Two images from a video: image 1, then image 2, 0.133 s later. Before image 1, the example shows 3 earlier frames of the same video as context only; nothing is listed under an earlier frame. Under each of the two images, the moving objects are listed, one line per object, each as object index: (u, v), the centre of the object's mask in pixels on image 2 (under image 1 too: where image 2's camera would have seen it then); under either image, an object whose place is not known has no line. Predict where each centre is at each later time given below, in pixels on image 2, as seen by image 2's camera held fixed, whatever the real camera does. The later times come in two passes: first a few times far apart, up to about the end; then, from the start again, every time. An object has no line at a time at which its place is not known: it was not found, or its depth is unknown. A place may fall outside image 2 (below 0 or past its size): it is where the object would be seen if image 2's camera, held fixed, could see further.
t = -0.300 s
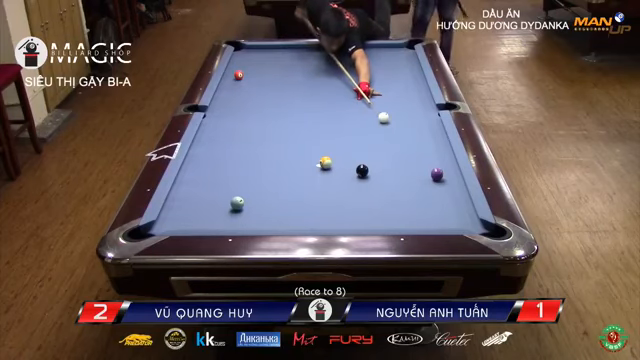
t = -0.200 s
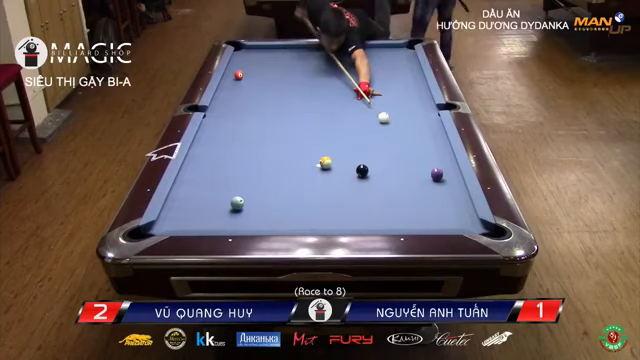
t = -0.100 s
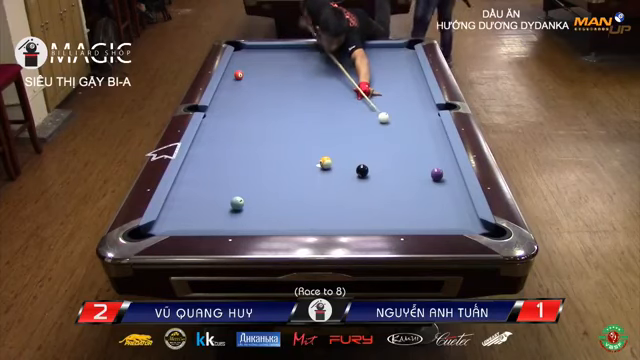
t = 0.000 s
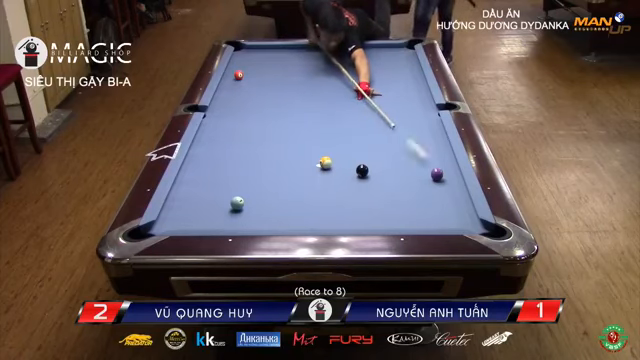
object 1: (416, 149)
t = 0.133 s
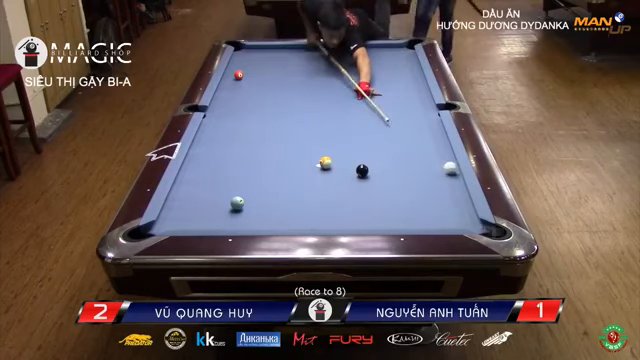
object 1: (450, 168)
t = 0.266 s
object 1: (444, 165)
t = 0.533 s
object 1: (424, 157)
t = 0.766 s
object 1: (409, 151)
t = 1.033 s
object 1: (392, 145)
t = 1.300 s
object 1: (377, 140)
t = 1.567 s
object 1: (364, 135)
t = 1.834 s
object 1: (351, 130)
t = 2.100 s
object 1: (340, 126)
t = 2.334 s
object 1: (331, 123)
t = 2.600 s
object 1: (322, 119)
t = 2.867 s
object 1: (313, 116)
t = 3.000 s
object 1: (309, 115)
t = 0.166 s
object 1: (452, 167)
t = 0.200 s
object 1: (449, 166)
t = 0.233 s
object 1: (447, 165)
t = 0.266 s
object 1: (444, 165)
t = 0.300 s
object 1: (441, 163)
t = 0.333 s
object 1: (439, 162)
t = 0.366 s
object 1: (436, 161)
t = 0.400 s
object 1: (434, 161)
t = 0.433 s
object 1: (432, 160)
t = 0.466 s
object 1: (428, 159)
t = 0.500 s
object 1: (426, 158)
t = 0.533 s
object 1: (424, 157)
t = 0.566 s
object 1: (422, 156)
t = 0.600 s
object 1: (419, 155)
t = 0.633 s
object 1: (417, 155)
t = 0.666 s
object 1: (415, 154)
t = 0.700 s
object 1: (413, 153)
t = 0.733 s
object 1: (411, 152)
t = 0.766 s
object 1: (409, 151)
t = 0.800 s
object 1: (407, 151)
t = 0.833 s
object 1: (404, 150)
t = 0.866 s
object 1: (402, 149)
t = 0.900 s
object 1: (400, 148)
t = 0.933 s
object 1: (398, 148)
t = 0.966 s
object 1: (396, 147)
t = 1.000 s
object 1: (394, 146)
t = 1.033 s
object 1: (392, 145)
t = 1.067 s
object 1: (390, 145)
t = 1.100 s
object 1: (389, 144)
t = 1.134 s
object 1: (386, 143)
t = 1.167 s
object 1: (385, 142)
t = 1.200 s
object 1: (383, 142)
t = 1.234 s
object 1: (381, 141)
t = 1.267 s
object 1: (379, 140)
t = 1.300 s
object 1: (377, 140)
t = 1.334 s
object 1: (375, 139)
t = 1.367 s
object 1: (374, 138)
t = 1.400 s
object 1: (372, 138)
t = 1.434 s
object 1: (370, 137)
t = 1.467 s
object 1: (369, 137)
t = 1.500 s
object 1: (367, 136)
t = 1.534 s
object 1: (365, 135)
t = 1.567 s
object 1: (364, 135)
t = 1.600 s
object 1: (362, 134)
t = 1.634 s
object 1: (360, 134)
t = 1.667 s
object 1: (359, 133)
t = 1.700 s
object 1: (357, 132)
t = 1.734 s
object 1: (356, 132)
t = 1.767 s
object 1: (354, 131)
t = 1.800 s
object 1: (353, 131)
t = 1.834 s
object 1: (351, 130)
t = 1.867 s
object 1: (350, 130)
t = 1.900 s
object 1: (348, 129)
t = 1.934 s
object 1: (347, 129)
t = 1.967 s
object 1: (346, 128)
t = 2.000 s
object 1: (344, 128)
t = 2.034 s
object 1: (343, 127)
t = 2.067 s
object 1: (342, 126)
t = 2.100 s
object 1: (340, 126)
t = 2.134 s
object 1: (339, 126)
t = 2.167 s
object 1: (337, 125)
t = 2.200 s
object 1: (336, 124)
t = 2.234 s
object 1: (335, 124)
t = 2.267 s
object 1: (334, 124)
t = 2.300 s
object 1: (332, 123)
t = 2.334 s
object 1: (331, 123)
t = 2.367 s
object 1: (330, 122)
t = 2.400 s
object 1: (329, 121)
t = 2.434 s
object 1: (328, 121)
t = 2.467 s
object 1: (326, 121)
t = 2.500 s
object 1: (325, 120)
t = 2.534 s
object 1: (324, 120)
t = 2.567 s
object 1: (323, 120)
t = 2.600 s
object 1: (322, 119)
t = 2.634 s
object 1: (321, 119)
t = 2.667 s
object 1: (319, 118)
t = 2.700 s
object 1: (318, 118)
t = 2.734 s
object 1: (317, 118)
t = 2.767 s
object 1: (316, 117)
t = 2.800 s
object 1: (315, 117)
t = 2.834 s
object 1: (314, 116)
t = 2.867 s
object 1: (313, 116)
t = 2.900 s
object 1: (312, 116)
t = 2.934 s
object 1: (311, 115)
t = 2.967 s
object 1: (310, 115)
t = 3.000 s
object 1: (309, 115)
